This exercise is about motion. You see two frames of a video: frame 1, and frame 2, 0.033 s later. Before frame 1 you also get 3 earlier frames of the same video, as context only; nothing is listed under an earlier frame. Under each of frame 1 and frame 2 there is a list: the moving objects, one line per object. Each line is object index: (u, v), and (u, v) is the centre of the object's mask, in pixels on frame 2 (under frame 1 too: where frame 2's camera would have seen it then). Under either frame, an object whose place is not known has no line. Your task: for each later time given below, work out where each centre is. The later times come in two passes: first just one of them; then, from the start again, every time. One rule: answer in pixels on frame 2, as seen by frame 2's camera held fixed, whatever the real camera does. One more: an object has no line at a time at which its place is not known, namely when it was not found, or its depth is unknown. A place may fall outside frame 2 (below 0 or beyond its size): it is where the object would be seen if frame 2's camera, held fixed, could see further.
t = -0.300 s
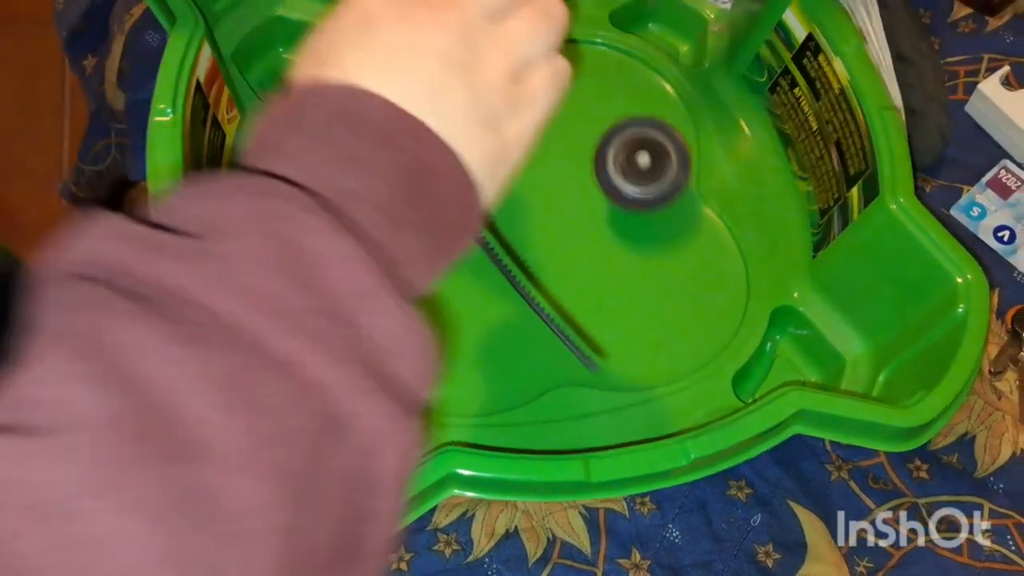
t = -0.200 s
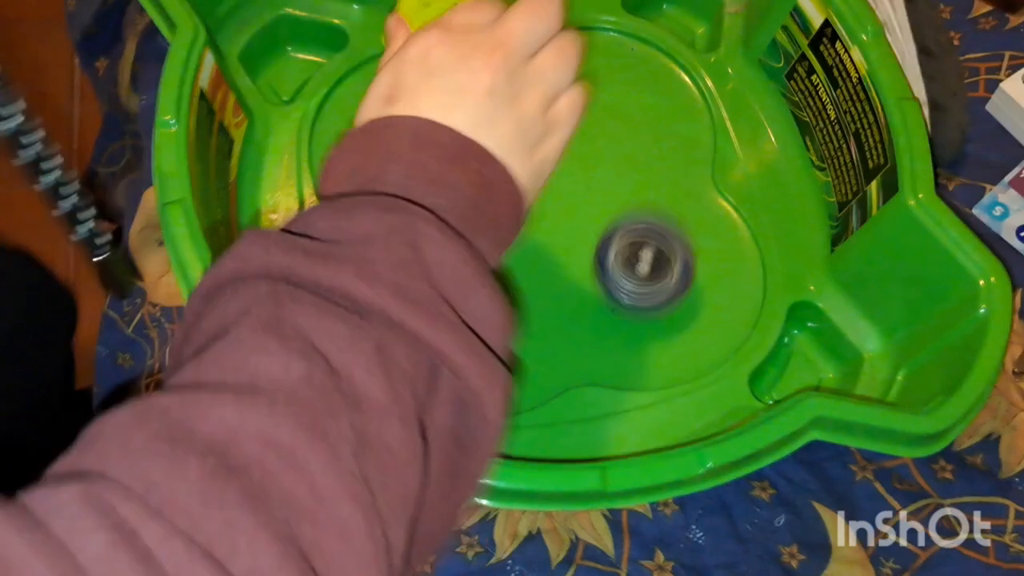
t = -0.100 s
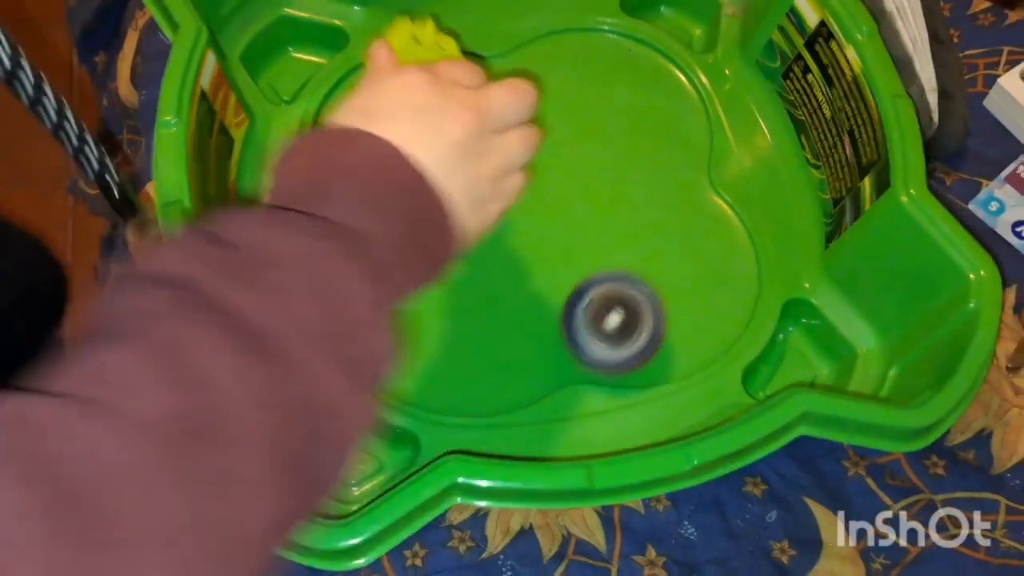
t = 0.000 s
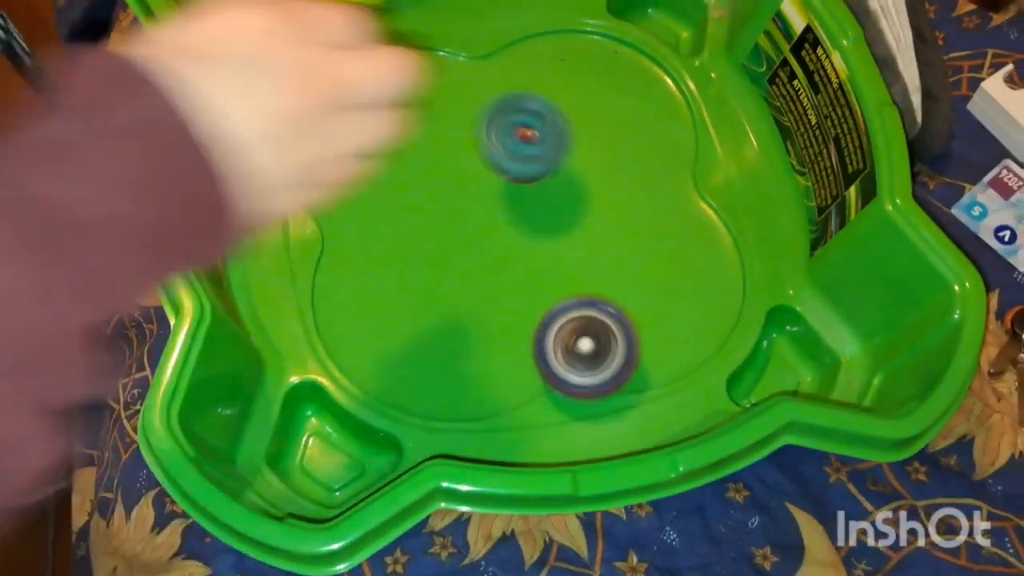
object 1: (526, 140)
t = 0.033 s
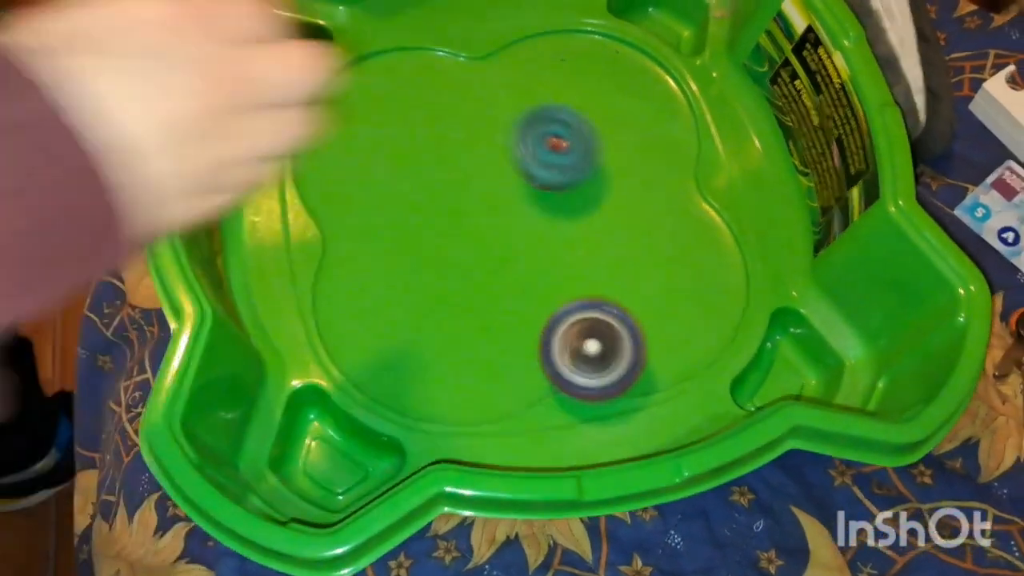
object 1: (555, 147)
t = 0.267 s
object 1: (570, 35)
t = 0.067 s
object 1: (569, 125)
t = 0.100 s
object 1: (578, 105)
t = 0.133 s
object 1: (584, 97)
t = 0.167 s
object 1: (583, 76)
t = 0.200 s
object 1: (580, 59)
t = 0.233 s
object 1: (575, 44)
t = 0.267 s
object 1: (570, 35)
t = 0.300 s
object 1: (564, 28)
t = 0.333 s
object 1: (557, 30)
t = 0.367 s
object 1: (548, 32)
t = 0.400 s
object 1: (539, 33)
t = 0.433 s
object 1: (529, 36)
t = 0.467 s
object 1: (518, 39)
